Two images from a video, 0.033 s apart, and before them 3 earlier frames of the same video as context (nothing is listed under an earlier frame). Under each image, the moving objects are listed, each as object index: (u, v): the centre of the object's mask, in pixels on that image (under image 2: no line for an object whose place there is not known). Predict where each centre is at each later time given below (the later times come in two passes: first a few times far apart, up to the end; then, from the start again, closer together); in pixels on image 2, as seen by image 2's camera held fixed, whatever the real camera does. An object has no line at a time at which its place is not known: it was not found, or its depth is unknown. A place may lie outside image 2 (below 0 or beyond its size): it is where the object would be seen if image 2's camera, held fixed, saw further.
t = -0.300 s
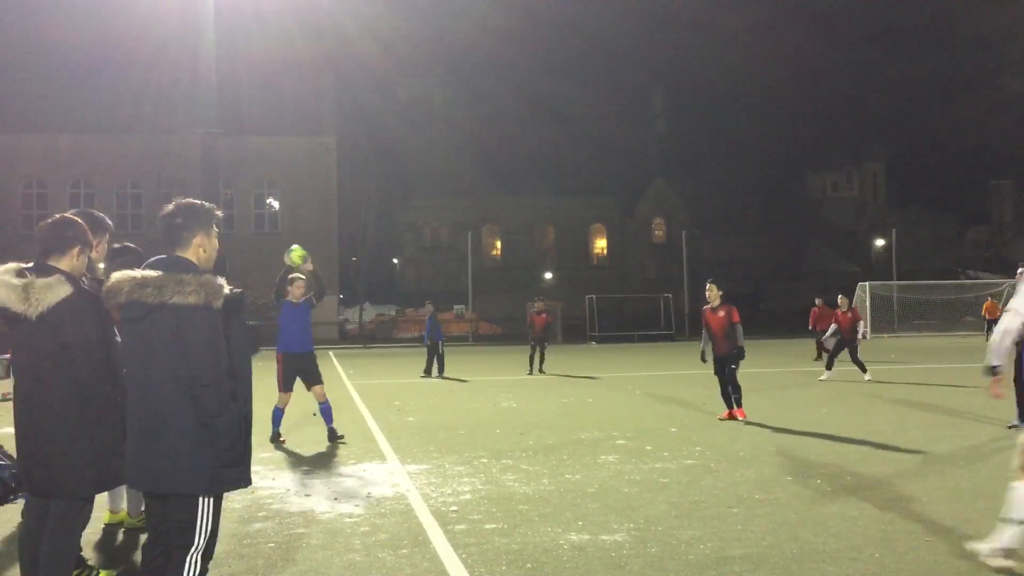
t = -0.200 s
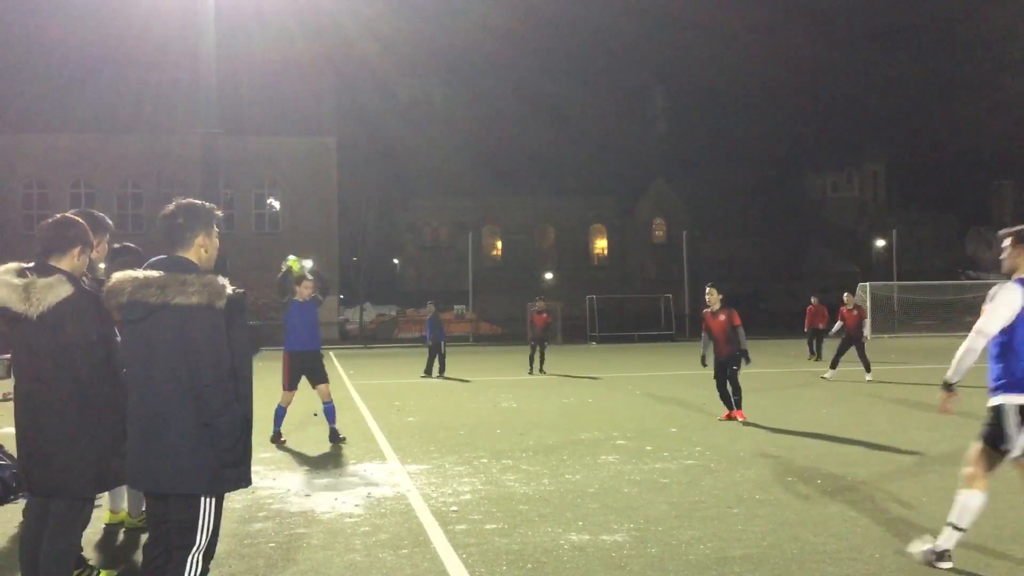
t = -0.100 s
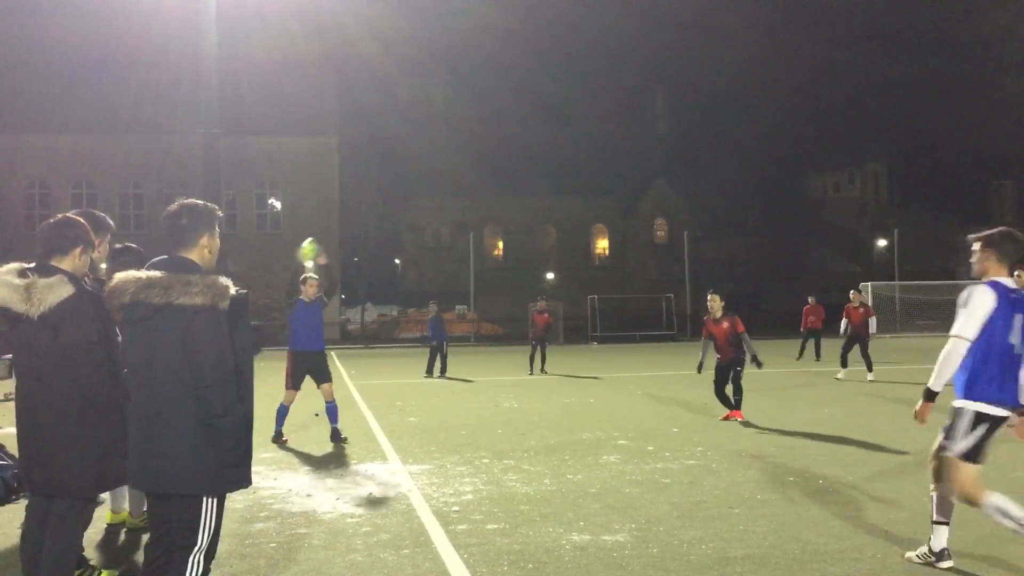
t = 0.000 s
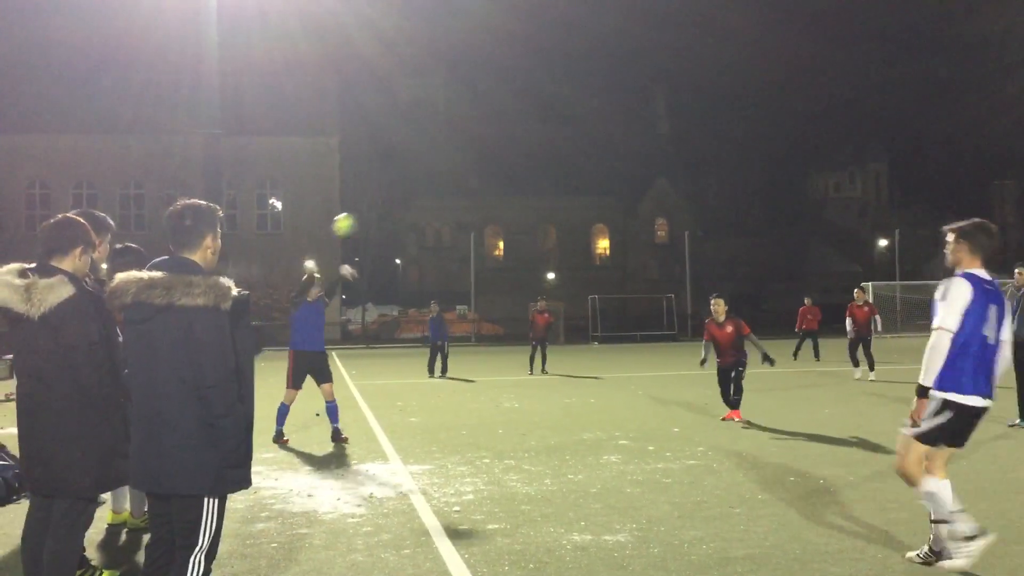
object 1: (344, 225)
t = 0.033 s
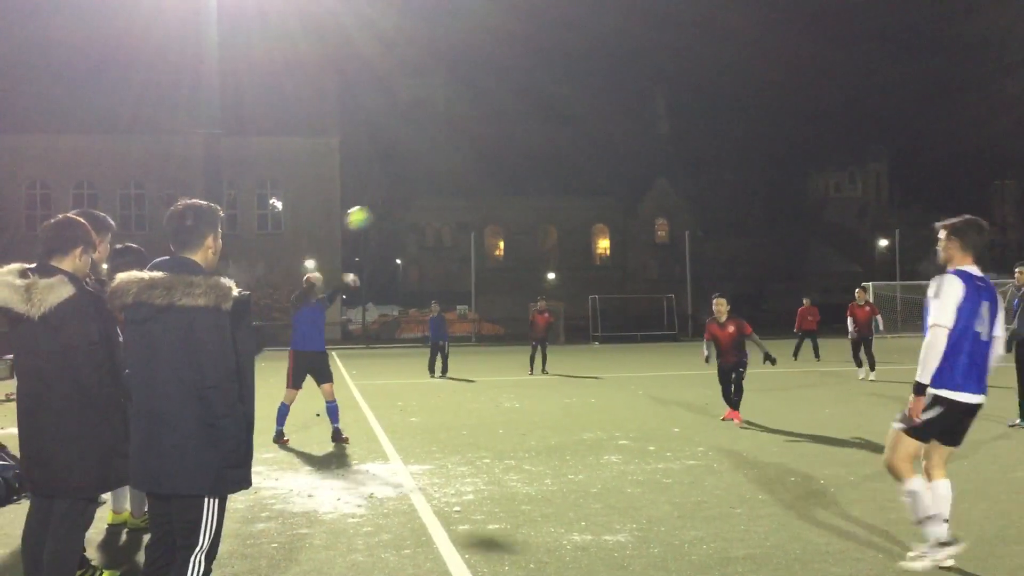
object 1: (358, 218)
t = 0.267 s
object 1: (465, 200)
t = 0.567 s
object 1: (663, 284)
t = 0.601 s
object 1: (691, 305)
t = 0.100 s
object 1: (385, 208)
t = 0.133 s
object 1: (400, 204)
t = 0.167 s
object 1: (415, 201)
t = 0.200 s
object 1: (431, 199)
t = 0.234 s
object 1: (447, 199)
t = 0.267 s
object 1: (465, 200)
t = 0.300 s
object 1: (483, 202)
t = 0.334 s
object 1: (502, 206)
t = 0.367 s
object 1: (521, 211)
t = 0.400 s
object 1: (542, 218)
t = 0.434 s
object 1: (564, 227)
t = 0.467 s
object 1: (586, 237)
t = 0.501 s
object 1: (611, 250)
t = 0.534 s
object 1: (636, 266)
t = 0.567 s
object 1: (663, 284)
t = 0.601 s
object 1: (691, 305)
